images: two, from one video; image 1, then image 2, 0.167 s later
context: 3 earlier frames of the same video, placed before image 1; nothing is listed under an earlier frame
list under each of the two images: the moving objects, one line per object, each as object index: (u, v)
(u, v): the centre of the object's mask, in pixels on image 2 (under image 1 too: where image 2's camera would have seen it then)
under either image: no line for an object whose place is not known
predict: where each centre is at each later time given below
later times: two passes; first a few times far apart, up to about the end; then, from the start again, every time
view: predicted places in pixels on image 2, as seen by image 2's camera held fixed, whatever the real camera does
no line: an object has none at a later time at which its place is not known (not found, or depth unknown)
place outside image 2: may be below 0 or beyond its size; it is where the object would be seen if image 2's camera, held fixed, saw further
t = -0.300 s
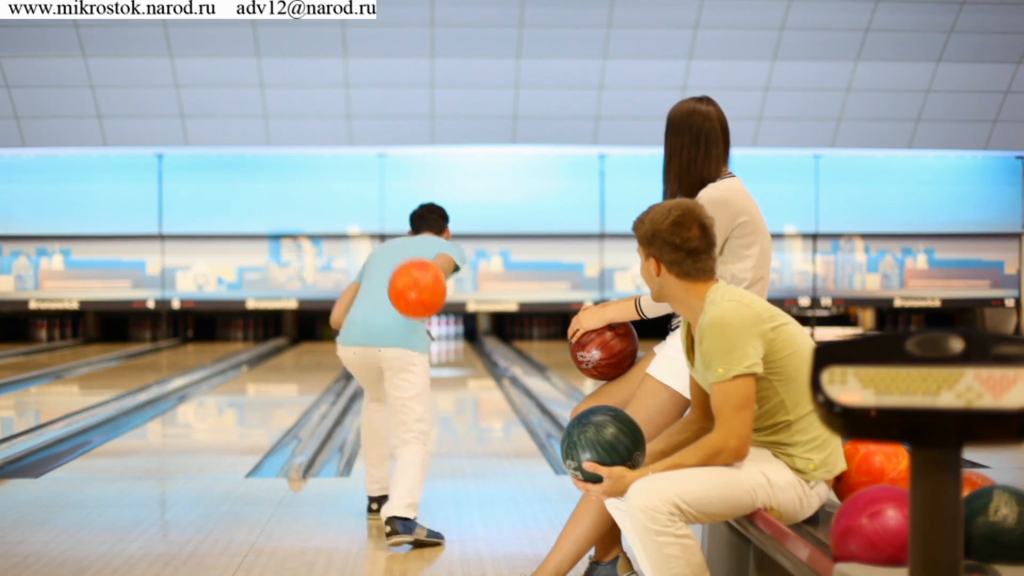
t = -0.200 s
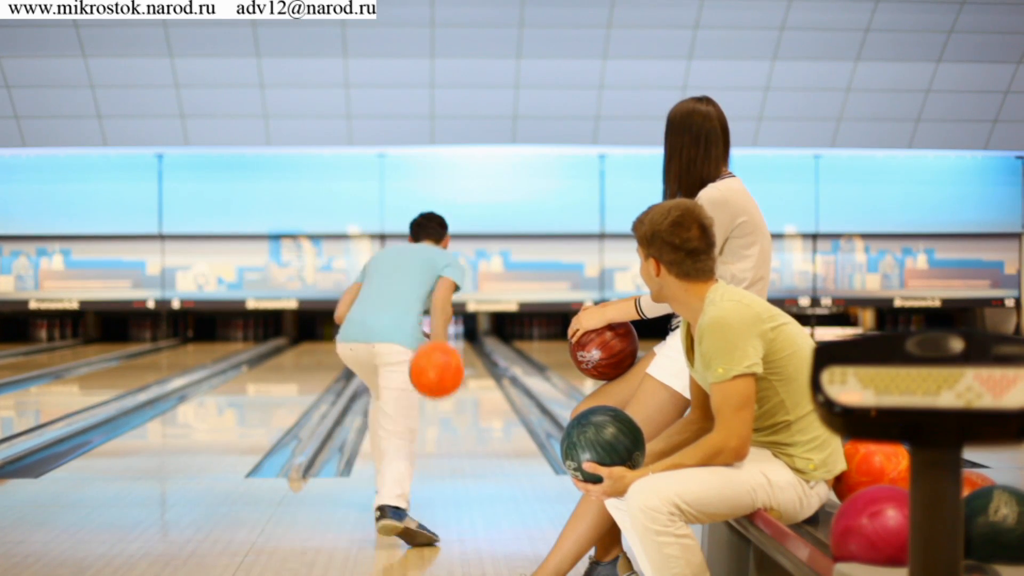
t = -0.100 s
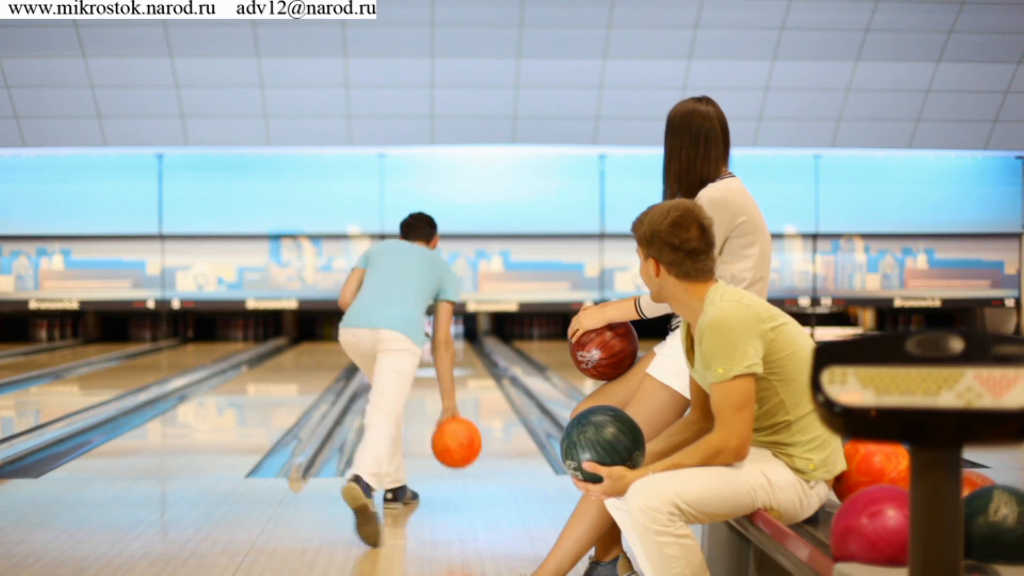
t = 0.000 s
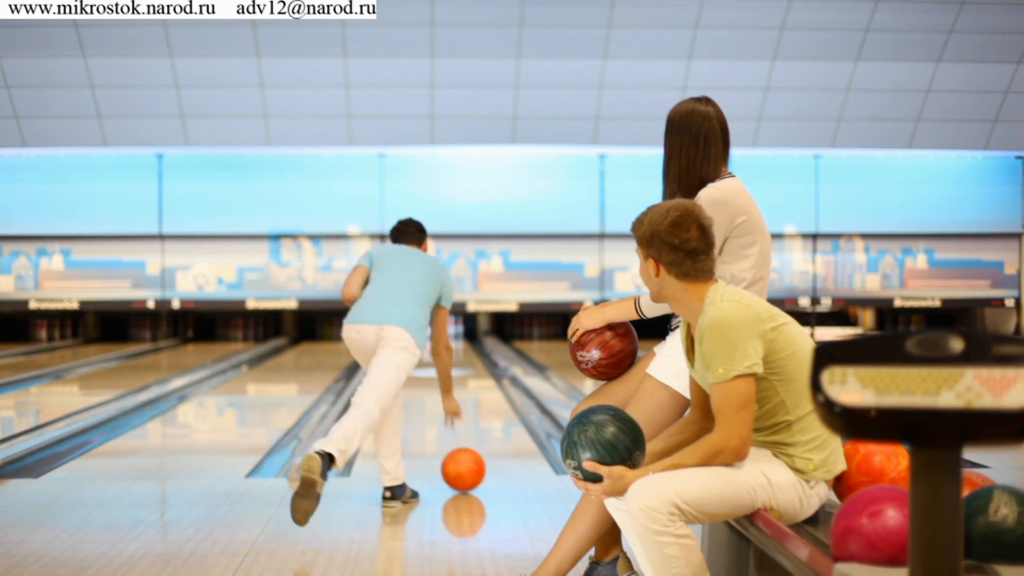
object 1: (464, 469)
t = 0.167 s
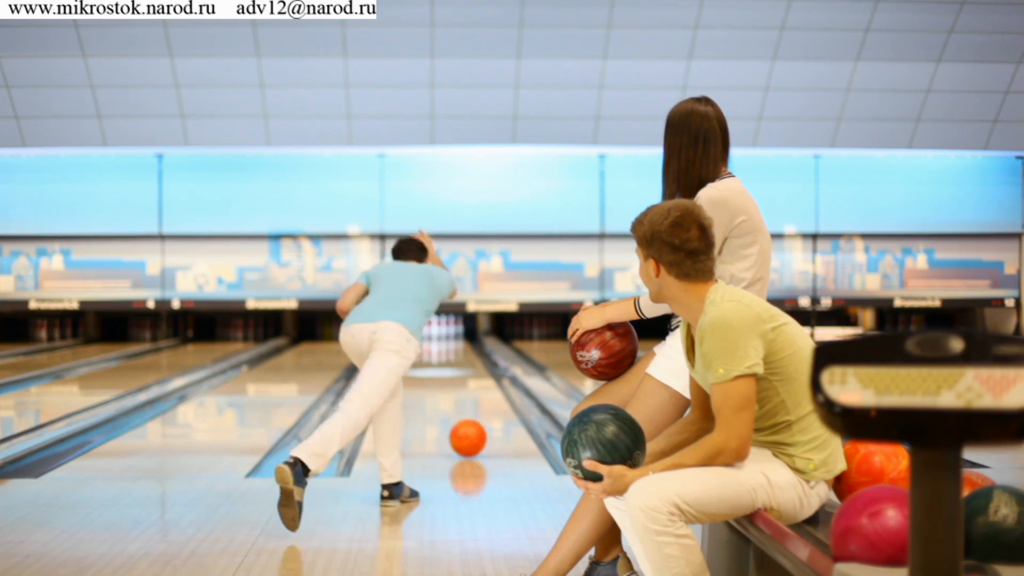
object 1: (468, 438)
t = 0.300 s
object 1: (471, 422)
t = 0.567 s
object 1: (474, 396)
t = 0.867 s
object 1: (477, 376)
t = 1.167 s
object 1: (479, 363)
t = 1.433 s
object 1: (479, 354)
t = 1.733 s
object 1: (482, 349)
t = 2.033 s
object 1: (479, 345)
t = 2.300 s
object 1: (475, 340)
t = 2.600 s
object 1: (472, 335)
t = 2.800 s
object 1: (471, 336)
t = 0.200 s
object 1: (469, 434)
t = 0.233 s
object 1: (470, 430)
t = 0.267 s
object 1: (470, 426)
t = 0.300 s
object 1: (471, 422)
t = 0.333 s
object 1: (472, 418)
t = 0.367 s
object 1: (472, 415)
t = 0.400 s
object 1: (473, 411)
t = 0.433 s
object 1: (473, 408)
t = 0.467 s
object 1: (473, 405)
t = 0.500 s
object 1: (474, 402)
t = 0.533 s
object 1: (474, 399)
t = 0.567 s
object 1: (474, 396)
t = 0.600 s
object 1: (475, 394)
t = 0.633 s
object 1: (475, 391)
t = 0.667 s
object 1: (475, 389)
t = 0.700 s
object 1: (475, 386)
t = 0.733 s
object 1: (476, 384)
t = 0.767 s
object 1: (477, 382)
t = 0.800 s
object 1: (477, 379)
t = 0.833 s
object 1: (477, 378)
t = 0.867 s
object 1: (477, 376)
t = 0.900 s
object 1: (478, 374)
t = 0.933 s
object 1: (477, 373)
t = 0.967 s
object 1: (478, 371)
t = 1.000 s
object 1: (478, 370)
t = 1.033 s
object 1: (478, 369)
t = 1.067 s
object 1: (478, 367)
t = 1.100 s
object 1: (478, 366)
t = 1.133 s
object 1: (479, 365)
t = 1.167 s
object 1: (479, 363)
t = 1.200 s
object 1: (479, 362)
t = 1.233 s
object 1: (479, 361)
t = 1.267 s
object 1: (479, 359)
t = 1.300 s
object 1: (479, 358)
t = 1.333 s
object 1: (479, 357)
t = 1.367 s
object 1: (479, 356)
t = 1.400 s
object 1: (479, 355)
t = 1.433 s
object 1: (479, 354)
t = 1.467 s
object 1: (479, 353)
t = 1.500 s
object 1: (479, 352)
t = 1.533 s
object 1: (479, 351)
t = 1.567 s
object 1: (479, 350)
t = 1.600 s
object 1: (480, 350)
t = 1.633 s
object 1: (480, 349)
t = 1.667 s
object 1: (481, 349)
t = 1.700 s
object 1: (481, 349)
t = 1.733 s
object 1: (482, 349)
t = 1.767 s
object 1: (483, 349)
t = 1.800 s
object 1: (484, 348)
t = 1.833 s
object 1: (483, 348)
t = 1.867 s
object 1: (482, 347)
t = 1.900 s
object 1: (482, 347)
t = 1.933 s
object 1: (481, 346)
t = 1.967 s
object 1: (480, 346)
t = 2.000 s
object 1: (480, 345)
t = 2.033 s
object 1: (479, 345)
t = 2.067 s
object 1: (478, 344)
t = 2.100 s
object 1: (478, 344)
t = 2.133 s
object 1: (478, 343)
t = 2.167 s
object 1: (477, 342)
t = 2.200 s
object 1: (477, 341)
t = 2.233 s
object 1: (476, 341)
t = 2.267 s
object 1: (476, 341)
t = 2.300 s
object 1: (475, 340)
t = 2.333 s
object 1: (475, 340)
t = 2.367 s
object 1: (475, 339)
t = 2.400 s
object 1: (475, 338)
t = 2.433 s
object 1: (475, 338)
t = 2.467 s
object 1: (474, 338)
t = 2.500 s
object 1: (473, 337)
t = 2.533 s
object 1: (473, 337)
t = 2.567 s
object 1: (473, 337)
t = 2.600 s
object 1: (472, 335)
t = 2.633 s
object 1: (471, 336)
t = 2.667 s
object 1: (471, 336)
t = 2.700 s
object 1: (471, 335)
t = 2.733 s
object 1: (471, 335)
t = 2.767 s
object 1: (471, 336)
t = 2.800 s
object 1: (471, 336)
